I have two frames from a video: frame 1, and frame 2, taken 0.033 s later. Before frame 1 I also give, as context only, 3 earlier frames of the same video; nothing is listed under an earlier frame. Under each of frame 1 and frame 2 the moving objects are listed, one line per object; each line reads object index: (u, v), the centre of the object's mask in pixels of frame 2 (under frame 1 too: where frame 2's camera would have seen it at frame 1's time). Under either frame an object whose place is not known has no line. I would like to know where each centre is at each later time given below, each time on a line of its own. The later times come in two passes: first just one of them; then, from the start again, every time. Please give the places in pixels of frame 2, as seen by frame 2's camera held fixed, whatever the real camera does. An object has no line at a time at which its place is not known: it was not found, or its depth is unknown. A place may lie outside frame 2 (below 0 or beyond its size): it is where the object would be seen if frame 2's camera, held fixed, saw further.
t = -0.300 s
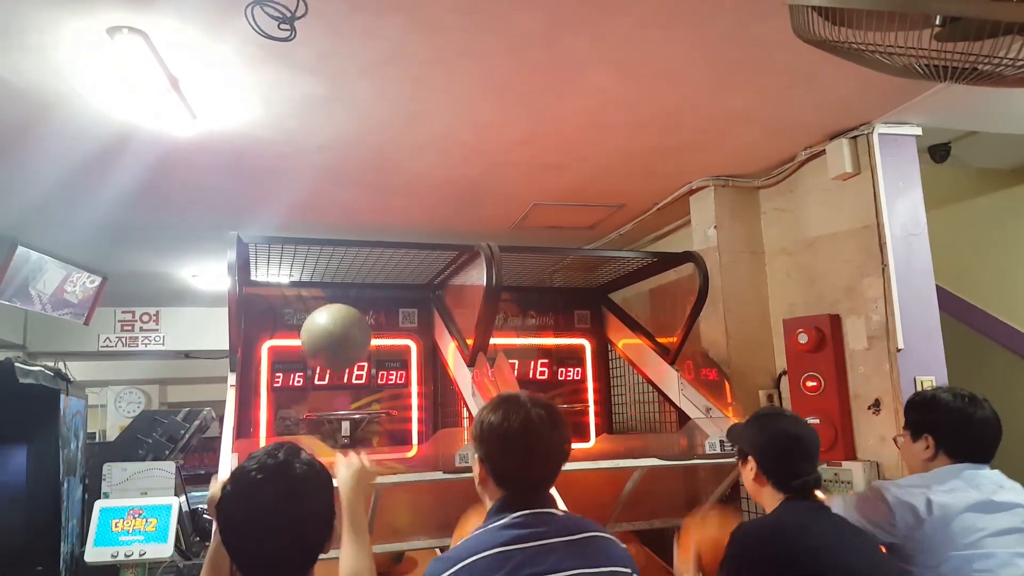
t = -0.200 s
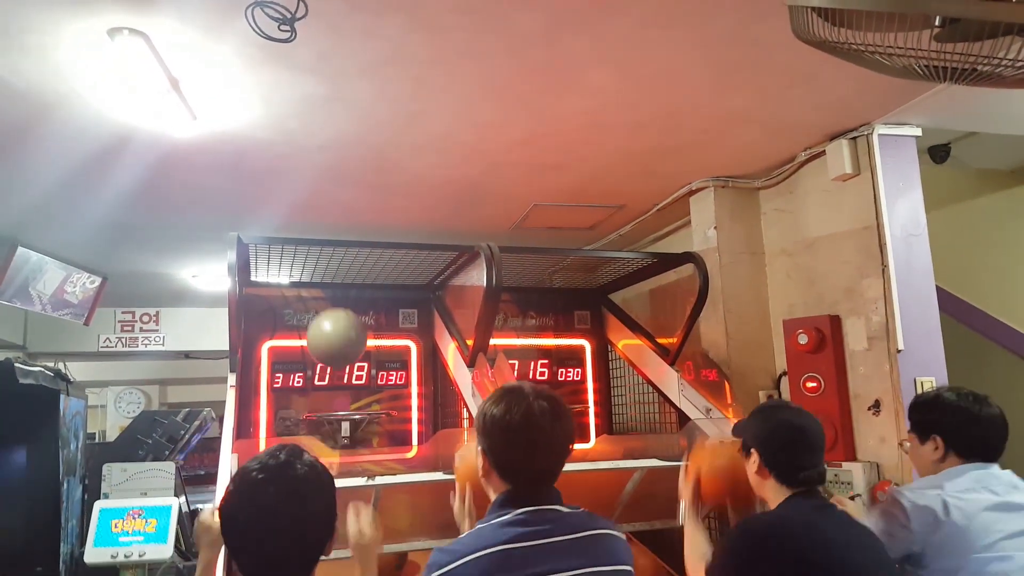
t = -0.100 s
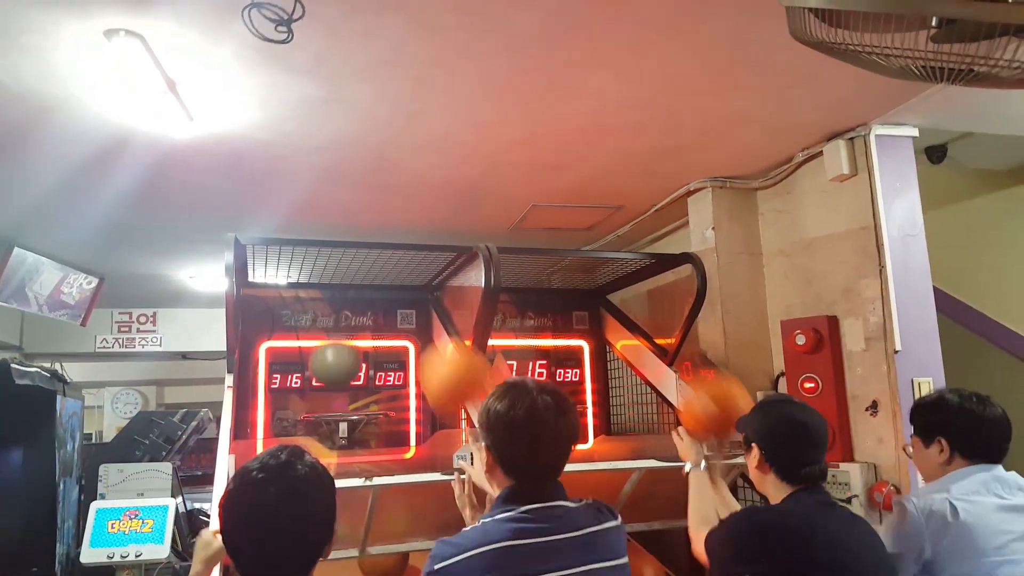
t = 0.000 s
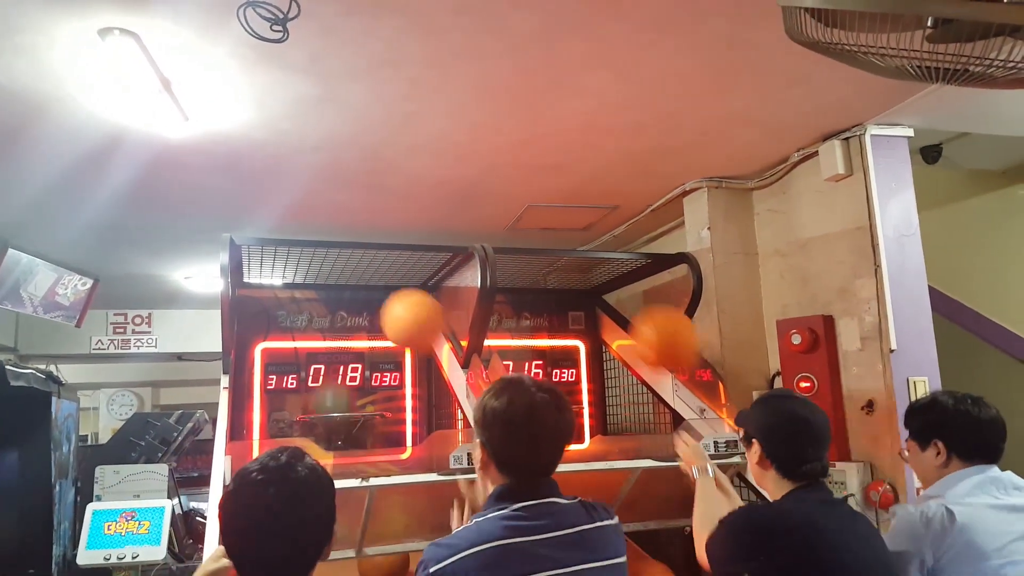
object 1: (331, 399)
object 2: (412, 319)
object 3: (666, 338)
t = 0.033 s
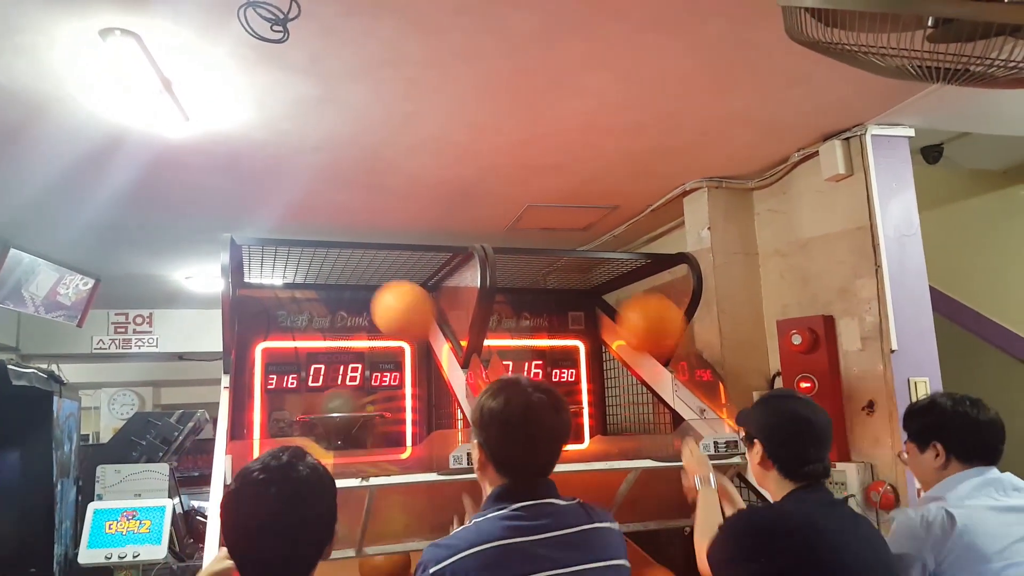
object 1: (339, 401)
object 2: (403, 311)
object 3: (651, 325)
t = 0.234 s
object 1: (366, 368)
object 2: (354, 312)
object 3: (589, 303)
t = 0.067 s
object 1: (352, 399)
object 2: (394, 305)
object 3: (638, 313)
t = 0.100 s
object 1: (366, 398)
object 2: (385, 301)
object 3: (626, 305)
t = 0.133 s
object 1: (368, 391)
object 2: (376, 300)
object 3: (616, 300)
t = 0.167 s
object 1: (368, 382)
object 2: (368, 301)
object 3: (607, 298)
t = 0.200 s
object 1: (367, 373)
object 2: (361, 306)
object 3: (597, 299)
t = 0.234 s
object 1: (366, 368)
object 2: (354, 312)
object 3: (589, 303)
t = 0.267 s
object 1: (365, 366)
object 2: (348, 319)
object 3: (581, 309)
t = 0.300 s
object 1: (365, 365)
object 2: (342, 327)
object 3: (574, 315)
